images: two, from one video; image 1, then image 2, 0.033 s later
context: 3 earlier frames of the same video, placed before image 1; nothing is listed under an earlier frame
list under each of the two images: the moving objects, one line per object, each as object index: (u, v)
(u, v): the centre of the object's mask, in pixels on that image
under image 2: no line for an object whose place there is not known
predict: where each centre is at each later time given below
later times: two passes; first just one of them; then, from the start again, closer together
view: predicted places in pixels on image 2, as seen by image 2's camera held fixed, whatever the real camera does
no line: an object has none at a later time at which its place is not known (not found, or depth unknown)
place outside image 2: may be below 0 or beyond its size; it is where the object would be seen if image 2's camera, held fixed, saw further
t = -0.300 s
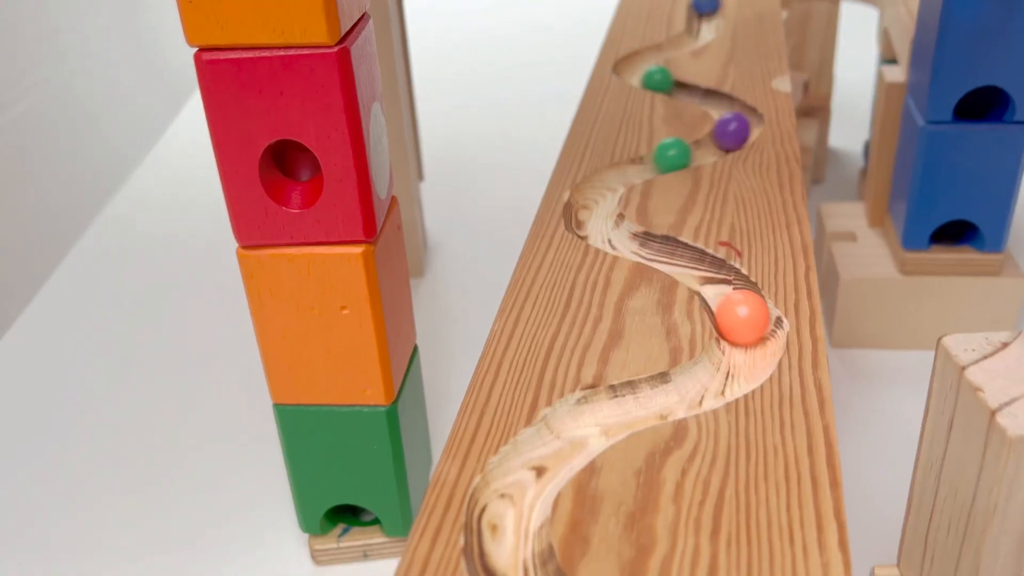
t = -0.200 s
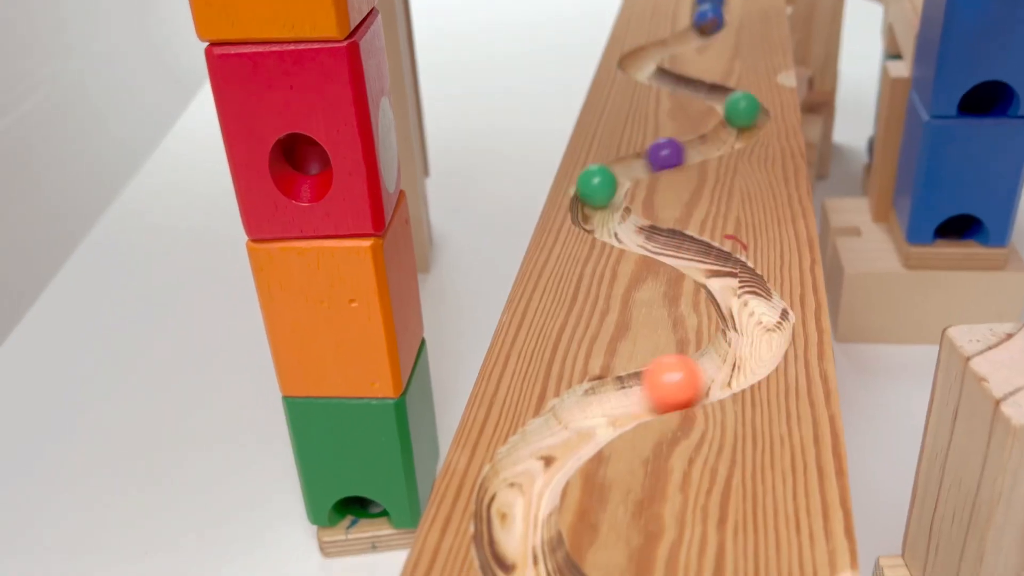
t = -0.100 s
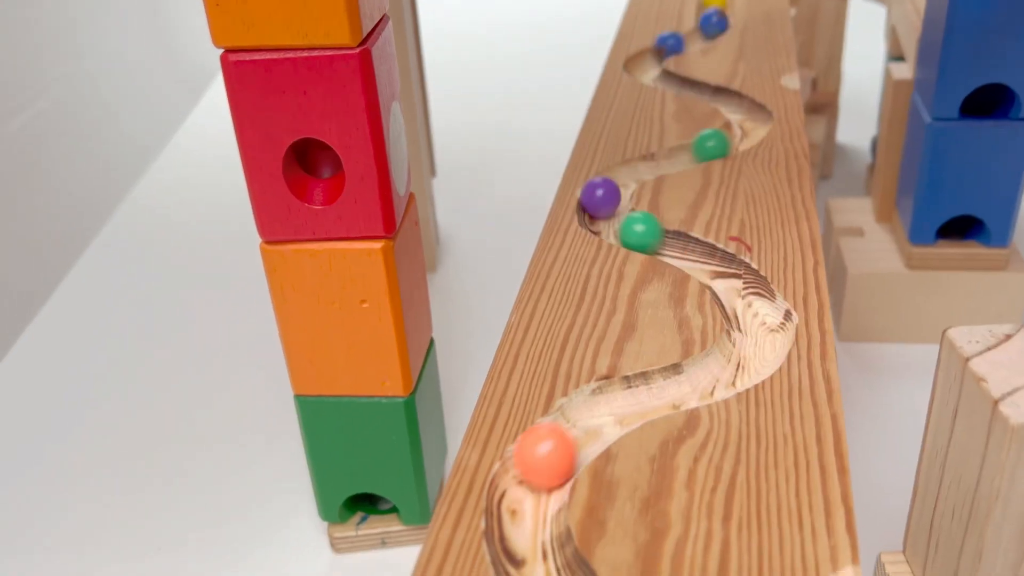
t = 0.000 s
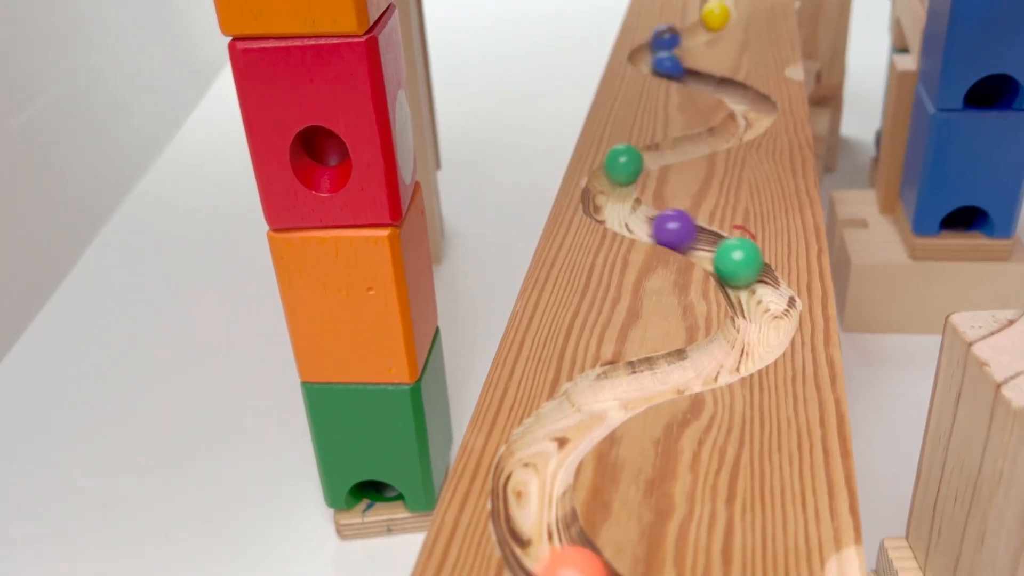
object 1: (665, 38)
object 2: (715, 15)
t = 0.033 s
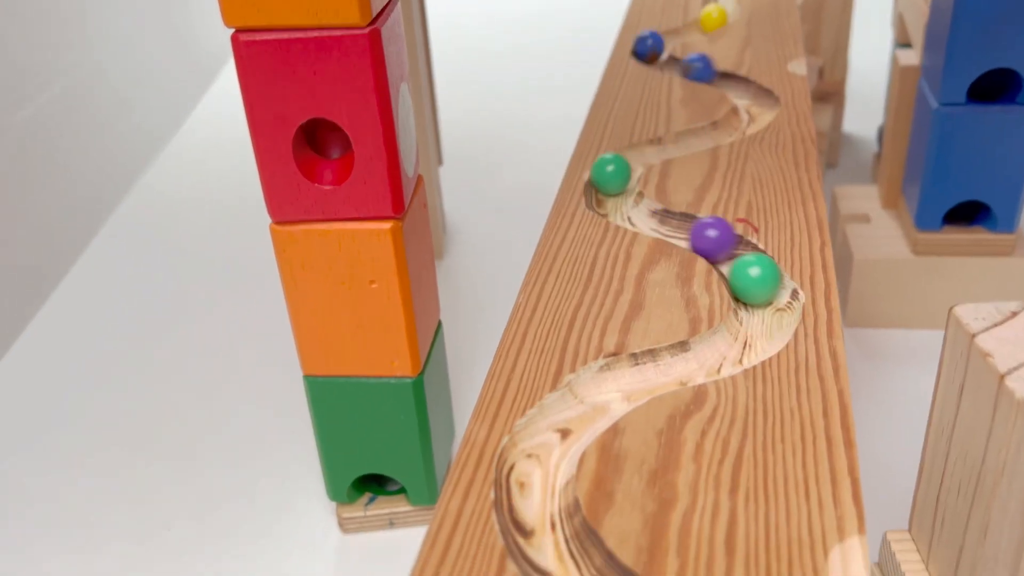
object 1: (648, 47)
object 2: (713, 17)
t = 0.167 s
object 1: (742, 82)
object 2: (647, 50)
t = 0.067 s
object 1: (656, 55)
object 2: (697, 25)
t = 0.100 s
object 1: (684, 64)
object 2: (674, 33)
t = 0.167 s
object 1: (742, 82)
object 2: (647, 50)
